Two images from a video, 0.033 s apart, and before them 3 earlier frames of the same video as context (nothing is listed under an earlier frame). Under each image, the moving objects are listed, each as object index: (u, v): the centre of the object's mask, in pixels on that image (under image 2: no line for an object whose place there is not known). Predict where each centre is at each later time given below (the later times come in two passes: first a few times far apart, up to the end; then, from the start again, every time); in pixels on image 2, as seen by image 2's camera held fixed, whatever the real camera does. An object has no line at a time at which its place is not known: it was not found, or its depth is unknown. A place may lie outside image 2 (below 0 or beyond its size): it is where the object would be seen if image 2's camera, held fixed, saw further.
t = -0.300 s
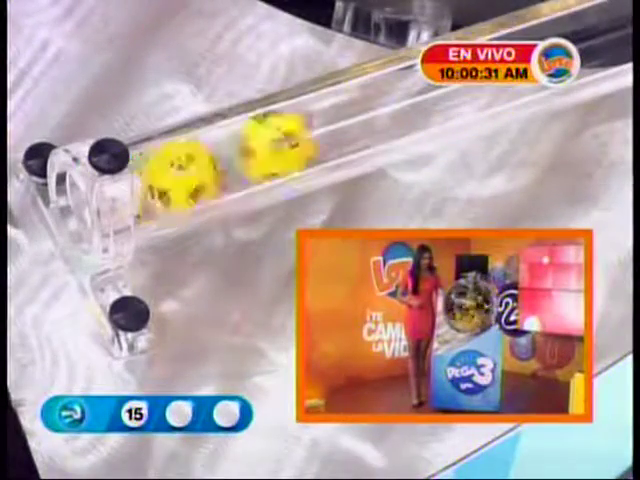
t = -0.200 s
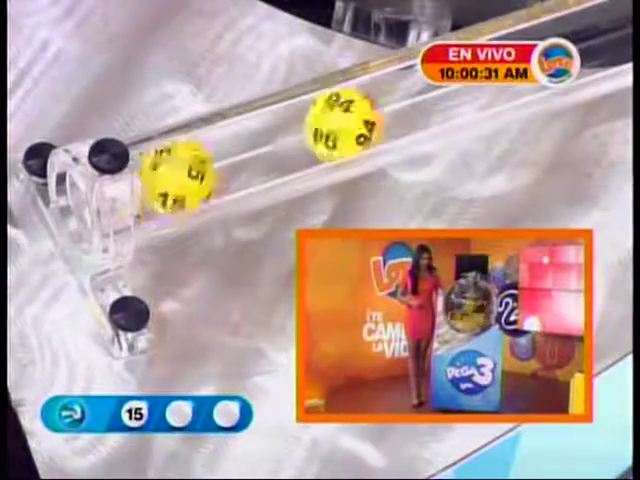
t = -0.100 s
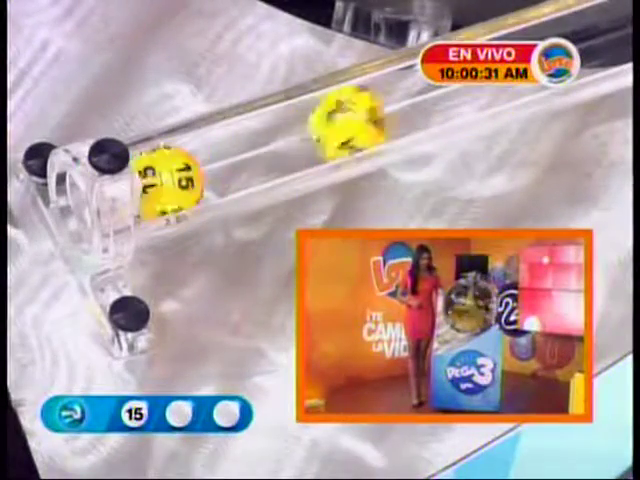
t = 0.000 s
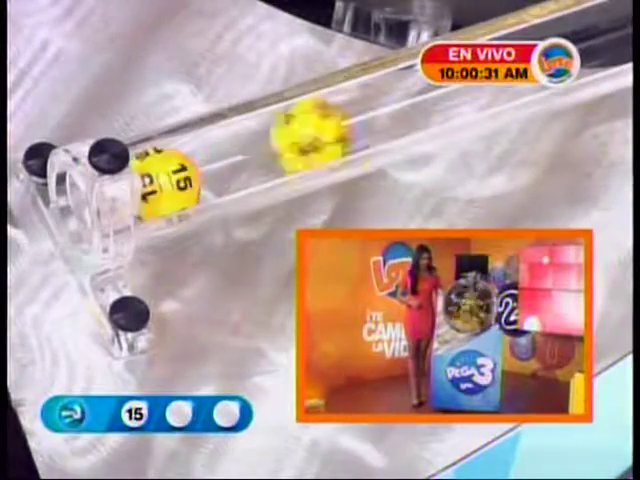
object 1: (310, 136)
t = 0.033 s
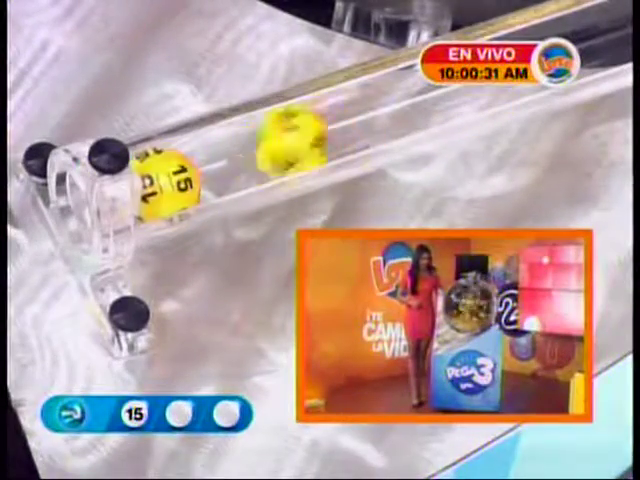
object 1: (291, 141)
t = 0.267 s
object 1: (232, 161)
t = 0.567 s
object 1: (233, 160)
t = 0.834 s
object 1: (233, 160)
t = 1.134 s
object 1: (233, 160)
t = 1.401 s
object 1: (233, 160)
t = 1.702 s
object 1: (233, 160)
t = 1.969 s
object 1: (233, 160)
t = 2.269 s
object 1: (233, 161)
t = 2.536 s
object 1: (233, 160)
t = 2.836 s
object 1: (233, 160)
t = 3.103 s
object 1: (233, 161)
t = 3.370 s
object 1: (233, 160)
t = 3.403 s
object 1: (239, 158)
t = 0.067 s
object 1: (273, 148)
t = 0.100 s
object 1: (250, 156)
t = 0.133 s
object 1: (235, 160)
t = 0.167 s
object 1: (241, 159)
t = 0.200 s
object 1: (238, 159)
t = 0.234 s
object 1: (233, 160)
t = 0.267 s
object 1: (232, 161)
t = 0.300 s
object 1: (231, 161)
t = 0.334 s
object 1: (233, 161)
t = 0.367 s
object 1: (233, 161)
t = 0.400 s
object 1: (233, 161)
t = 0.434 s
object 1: (233, 160)
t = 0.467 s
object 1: (233, 160)
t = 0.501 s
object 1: (232, 161)
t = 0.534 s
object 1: (233, 160)
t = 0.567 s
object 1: (233, 160)
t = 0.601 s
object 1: (233, 160)
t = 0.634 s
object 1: (232, 160)
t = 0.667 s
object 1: (233, 160)
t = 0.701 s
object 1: (232, 160)
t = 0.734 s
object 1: (232, 160)
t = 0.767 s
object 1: (232, 160)
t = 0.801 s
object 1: (233, 160)
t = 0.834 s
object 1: (233, 160)
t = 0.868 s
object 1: (233, 160)
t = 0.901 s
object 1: (233, 160)
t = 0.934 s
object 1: (233, 160)
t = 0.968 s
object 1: (233, 160)
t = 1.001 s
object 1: (233, 160)
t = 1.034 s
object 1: (233, 160)
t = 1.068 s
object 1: (233, 160)
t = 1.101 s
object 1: (233, 160)
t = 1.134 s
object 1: (233, 160)
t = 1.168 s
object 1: (233, 160)
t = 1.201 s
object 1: (233, 160)
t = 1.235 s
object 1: (233, 160)
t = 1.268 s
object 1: (233, 160)
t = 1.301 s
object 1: (233, 160)
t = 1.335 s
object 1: (233, 160)
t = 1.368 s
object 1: (233, 160)
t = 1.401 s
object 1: (233, 160)
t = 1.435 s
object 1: (233, 160)
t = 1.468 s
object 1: (233, 160)
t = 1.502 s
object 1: (233, 160)
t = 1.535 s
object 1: (233, 161)
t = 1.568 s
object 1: (233, 160)
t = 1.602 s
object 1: (233, 160)
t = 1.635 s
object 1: (233, 160)
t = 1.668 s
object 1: (233, 161)
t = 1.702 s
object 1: (233, 160)
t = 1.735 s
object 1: (233, 160)
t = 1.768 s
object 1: (233, 160)
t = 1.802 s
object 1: (233, 160)
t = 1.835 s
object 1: (233, 160)
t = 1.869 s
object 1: (233, 160)
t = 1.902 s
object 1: (233, 160)
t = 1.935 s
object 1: (233, 160)
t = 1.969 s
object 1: (233, 160)
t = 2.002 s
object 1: (233, 160)
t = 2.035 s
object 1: (233, 160)
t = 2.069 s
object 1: (233, 160)
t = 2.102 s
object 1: (233, 160)
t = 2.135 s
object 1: (233, 160)
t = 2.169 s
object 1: (233, 161)
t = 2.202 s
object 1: (233, 160)
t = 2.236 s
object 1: (233, 160)
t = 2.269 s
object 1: (233, 161)
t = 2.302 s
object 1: (233, 161)
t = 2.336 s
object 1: (233, 161)
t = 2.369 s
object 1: (233, 160)
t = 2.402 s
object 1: (233, 160)
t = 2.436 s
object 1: (233, 160)
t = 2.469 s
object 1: (233, 160)
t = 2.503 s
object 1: (233, 160)
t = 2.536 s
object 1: (233, 160)
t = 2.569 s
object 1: (233, 160)
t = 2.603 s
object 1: (233, 160)
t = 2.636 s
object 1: (233, 160)
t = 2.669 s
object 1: (233, 160)
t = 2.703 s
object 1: (233, 161)
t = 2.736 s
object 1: (233, 160)
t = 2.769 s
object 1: (234, 160)
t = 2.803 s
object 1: (233, 160)
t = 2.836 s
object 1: (233, 160)
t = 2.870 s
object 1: (233, 160)
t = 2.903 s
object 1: (233, 160)
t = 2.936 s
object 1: (233, 160)
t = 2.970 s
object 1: (233, 161)
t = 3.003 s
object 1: (233, 161)
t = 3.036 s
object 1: (233, 160)
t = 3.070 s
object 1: (233, 161)
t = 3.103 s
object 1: (233, 161)
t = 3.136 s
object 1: (233, 161)
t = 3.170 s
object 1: (233, 161)
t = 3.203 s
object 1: (233, 161)
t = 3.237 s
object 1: (233, 161)
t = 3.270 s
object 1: (233, 160)
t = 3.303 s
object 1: (233, 161)
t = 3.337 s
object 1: (233, 161)
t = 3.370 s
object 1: (233, 160)
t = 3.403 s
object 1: (239, 158)
